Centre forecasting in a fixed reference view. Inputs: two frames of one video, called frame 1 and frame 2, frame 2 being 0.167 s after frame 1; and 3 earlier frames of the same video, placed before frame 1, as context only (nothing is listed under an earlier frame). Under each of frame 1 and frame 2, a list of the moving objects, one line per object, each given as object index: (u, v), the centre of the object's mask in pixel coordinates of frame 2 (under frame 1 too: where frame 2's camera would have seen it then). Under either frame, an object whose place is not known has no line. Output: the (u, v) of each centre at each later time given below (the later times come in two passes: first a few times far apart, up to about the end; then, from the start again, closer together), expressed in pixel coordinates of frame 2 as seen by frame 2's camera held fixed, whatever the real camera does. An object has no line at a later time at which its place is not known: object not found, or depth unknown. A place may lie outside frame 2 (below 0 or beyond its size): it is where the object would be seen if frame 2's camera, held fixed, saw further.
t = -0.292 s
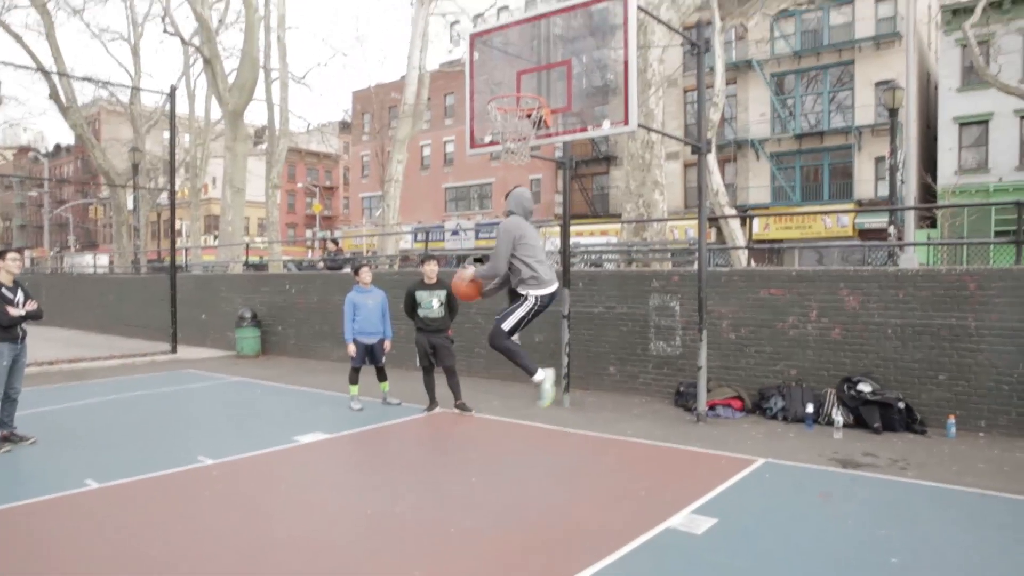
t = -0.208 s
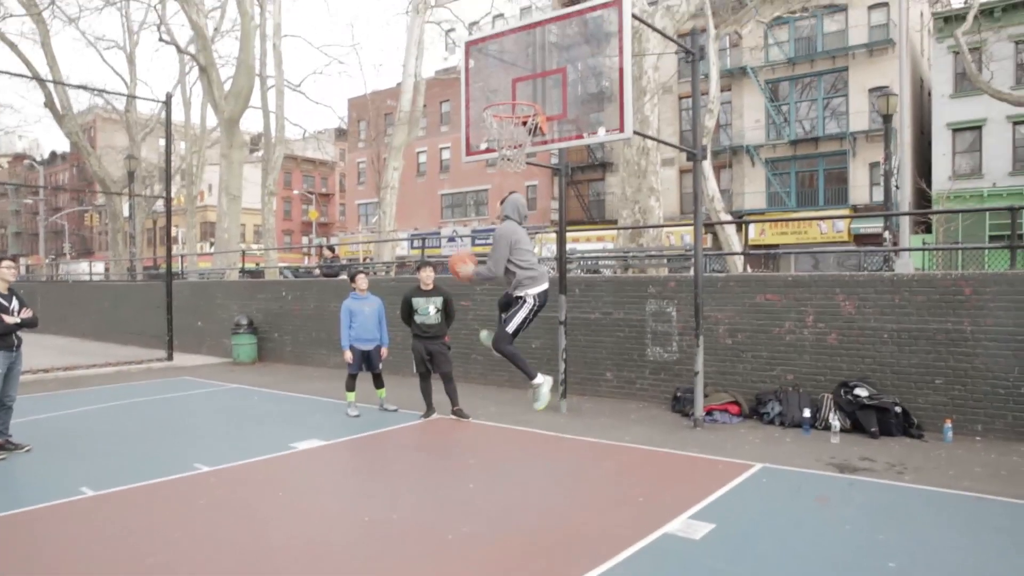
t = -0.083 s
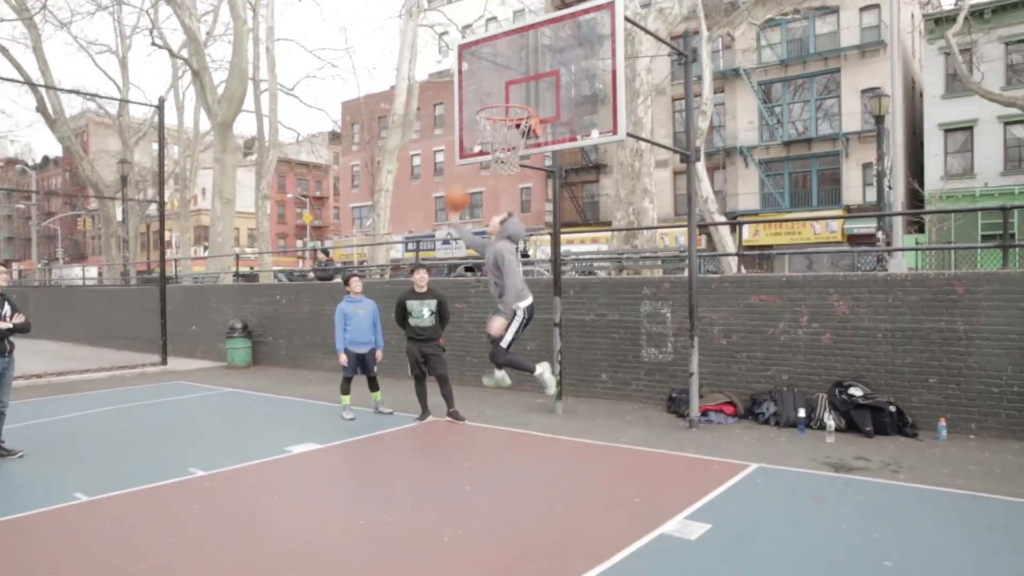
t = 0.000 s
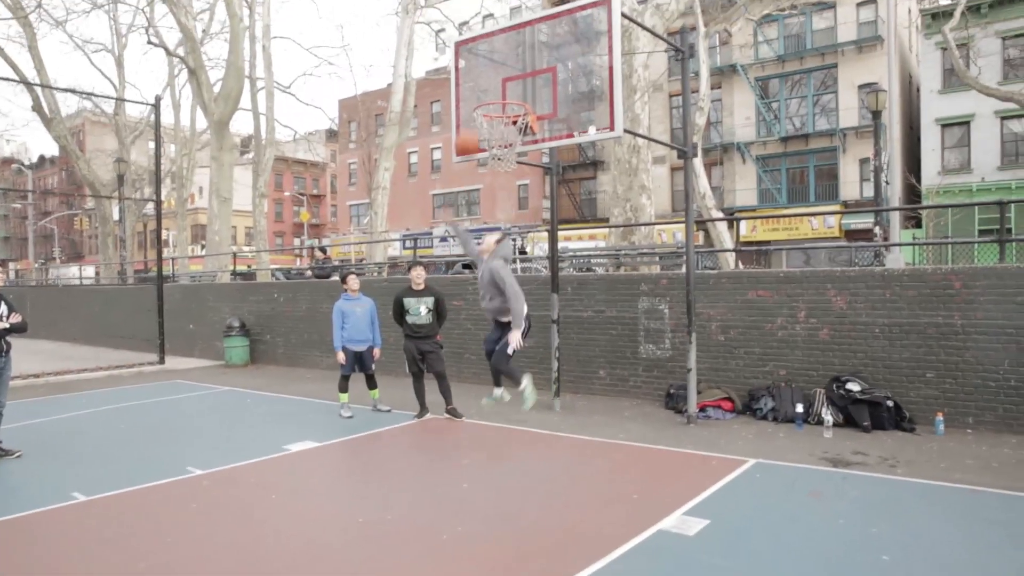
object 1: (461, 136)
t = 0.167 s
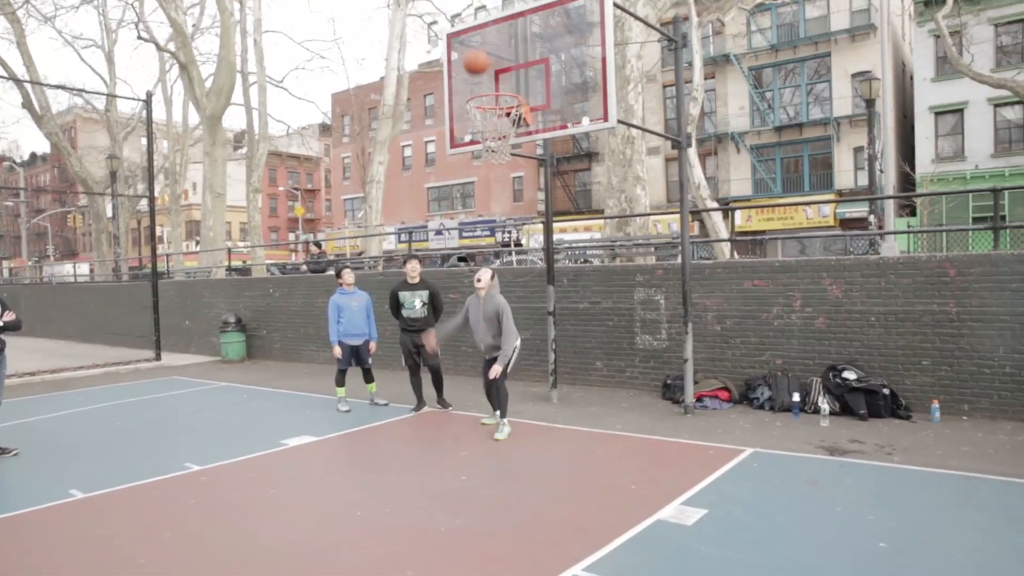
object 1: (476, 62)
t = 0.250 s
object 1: (475, 39)
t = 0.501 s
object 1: (474, 14)
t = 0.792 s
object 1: (474, 73)
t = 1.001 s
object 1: (475, 184)
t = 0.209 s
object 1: (476, 50)
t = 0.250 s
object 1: (475, 39)
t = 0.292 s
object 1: (475, 31)
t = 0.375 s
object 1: (475, 18)
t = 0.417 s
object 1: (475, 15)
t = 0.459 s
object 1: (474, 14)
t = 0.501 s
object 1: (474, 14)
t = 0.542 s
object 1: (473, 16)
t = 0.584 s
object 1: (473, 20)
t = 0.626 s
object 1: (474, 26)
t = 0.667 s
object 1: (473, 35)
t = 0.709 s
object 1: (474, 45)
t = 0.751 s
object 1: (473, 57)
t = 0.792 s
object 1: (474, 73)
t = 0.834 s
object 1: (473, 90)
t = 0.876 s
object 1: (474, 111)
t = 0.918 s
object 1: (474, 132)
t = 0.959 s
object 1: (475, 157)
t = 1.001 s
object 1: (475, 184)
